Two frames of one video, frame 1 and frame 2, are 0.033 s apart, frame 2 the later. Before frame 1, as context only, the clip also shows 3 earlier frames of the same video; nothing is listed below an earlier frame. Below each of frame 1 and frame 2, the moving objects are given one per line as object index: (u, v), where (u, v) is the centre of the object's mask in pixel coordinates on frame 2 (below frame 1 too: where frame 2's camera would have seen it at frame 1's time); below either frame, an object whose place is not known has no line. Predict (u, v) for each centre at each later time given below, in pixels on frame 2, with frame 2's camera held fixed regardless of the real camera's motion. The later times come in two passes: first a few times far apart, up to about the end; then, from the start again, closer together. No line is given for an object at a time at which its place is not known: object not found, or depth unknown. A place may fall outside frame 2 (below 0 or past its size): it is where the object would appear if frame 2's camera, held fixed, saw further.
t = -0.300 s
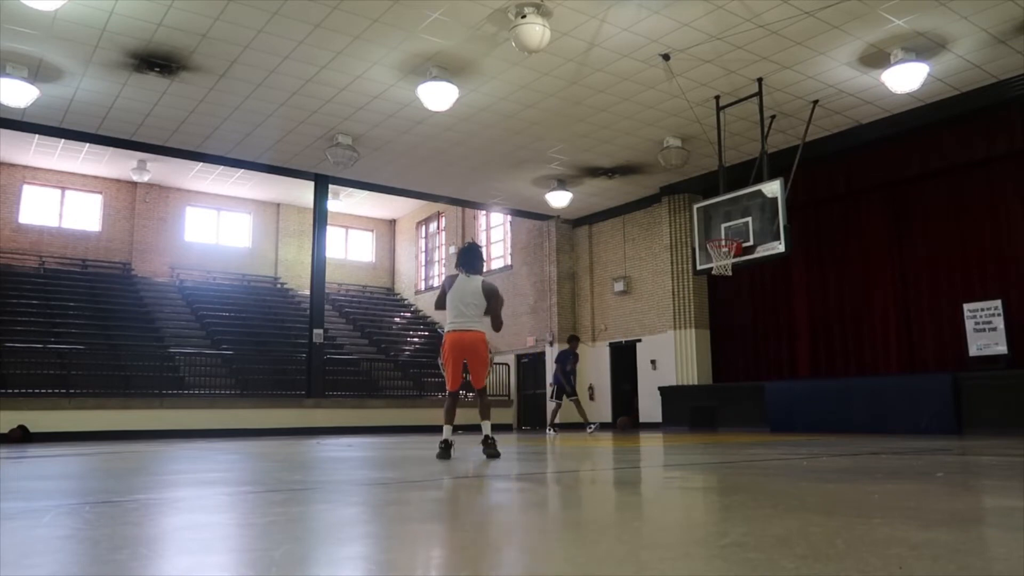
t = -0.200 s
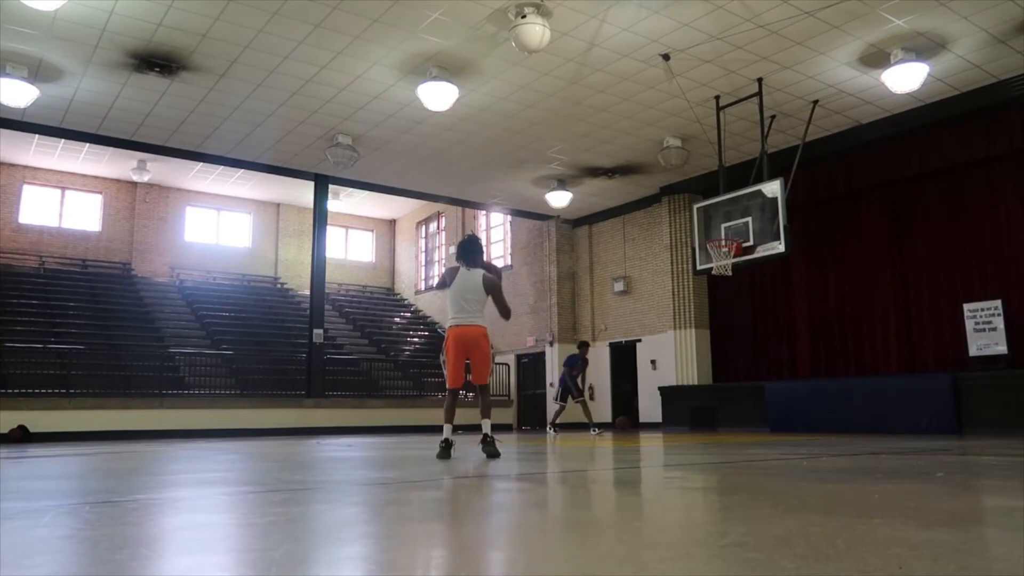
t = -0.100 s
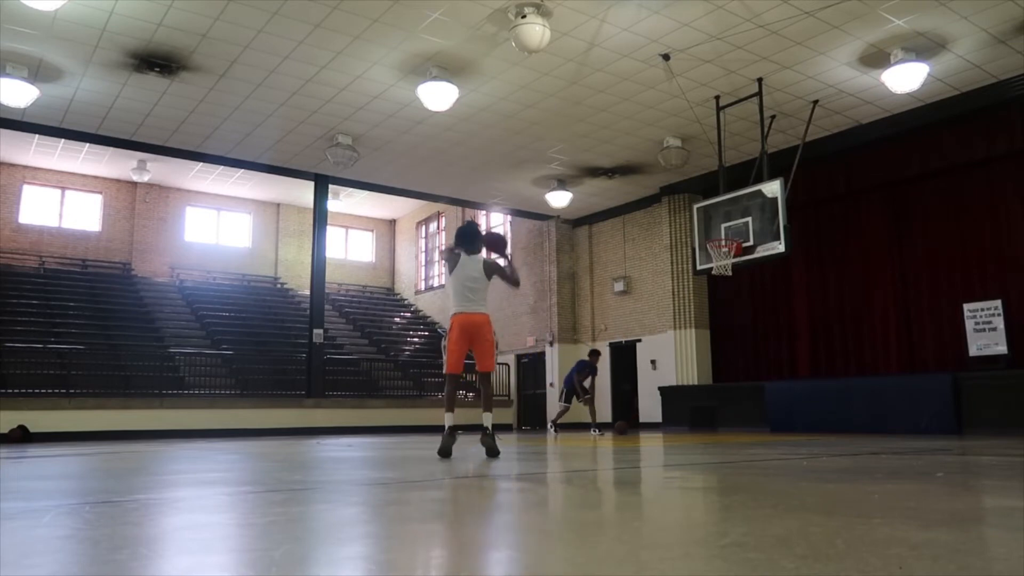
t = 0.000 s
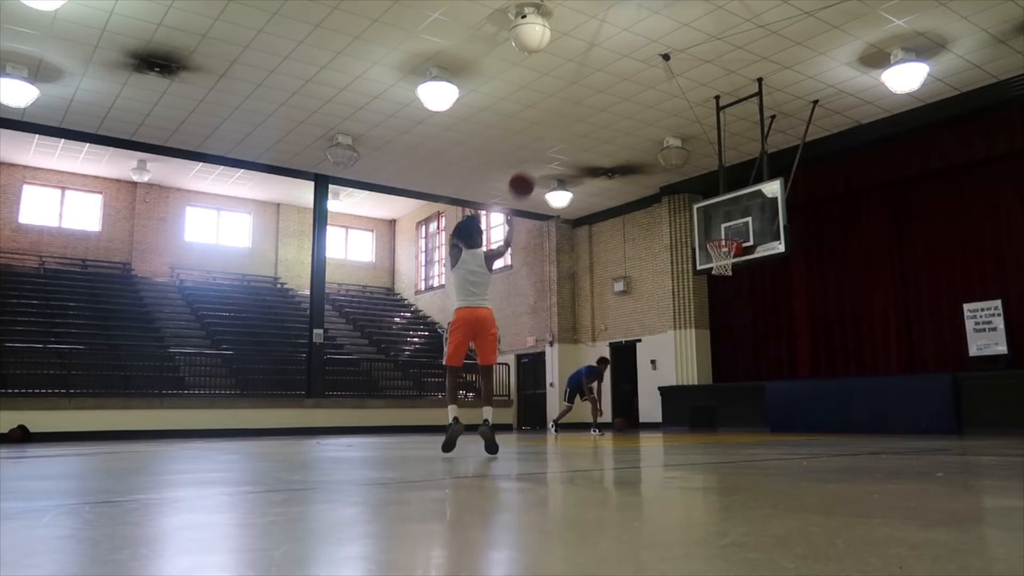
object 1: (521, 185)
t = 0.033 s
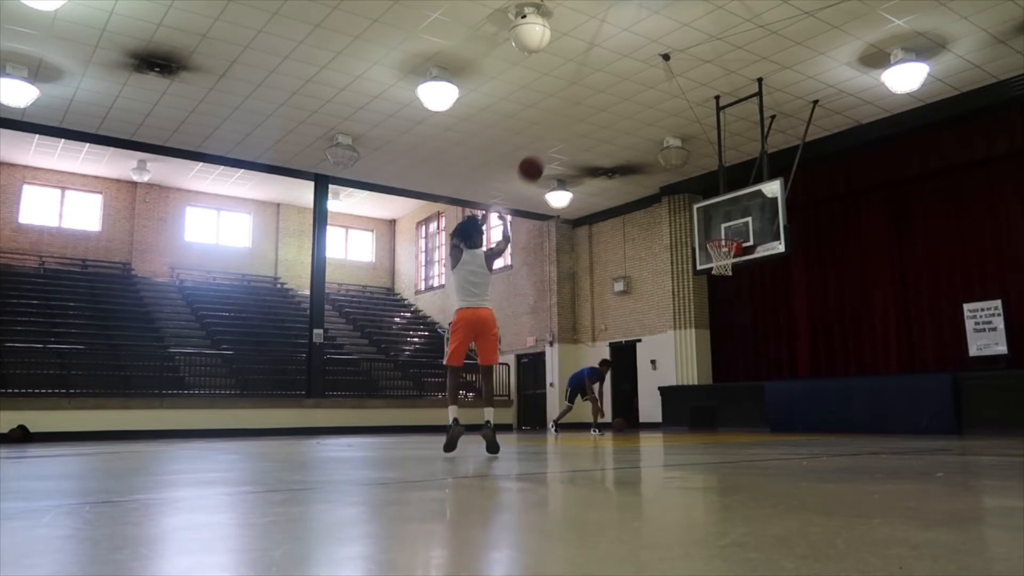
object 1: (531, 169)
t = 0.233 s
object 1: (578, 107)
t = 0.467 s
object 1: (620, 89)
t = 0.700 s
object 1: (653, 111)
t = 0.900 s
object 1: (676, 153)
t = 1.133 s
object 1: (701, 225)
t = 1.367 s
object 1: (651, 229)
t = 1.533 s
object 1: (603, 237)
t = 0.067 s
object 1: (540, 155)
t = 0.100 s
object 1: (548, 142)
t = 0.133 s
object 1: (556, 131)
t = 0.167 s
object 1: (564, 122)
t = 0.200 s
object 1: (571, 114)
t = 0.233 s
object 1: (578, 107)
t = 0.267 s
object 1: (585, 102)
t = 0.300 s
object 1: (591, 97)
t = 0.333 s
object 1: (597, 94)
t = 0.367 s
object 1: (604, 91)
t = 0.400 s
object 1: (609, 89)
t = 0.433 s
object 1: (615, 88)
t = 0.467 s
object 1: (620, 89)
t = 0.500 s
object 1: (625, 89)
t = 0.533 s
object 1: (630, 91)
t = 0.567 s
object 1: (635, 94)
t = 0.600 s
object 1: (639, 97)
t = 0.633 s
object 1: (644, 101)
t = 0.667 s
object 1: (648, 105)
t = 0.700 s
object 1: (653, 111)
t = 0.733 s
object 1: (657, 116)
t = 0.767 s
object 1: (661, 122)
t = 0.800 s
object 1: (665, 129)
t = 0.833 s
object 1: (669, 136)
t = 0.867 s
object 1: (673, 145)
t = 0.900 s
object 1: (676, 153)
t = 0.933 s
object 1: (681, 162)
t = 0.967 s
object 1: (684, 171)
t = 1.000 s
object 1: (687, 180)
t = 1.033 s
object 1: (691, 190)
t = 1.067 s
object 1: (695, 201)
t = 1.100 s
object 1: (699, 213)
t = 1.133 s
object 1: (701, 225)
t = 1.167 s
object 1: (704, 236)
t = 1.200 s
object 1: (699, 237)
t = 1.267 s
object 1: (680, 232)
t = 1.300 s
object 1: (670, 230)
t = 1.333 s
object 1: (660, 229)
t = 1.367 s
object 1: (651, 229)
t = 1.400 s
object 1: (641, 229)
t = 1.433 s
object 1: (632, 230)
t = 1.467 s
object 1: (622, 232)
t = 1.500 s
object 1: (613, 235)
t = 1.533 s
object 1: (603, 237)
